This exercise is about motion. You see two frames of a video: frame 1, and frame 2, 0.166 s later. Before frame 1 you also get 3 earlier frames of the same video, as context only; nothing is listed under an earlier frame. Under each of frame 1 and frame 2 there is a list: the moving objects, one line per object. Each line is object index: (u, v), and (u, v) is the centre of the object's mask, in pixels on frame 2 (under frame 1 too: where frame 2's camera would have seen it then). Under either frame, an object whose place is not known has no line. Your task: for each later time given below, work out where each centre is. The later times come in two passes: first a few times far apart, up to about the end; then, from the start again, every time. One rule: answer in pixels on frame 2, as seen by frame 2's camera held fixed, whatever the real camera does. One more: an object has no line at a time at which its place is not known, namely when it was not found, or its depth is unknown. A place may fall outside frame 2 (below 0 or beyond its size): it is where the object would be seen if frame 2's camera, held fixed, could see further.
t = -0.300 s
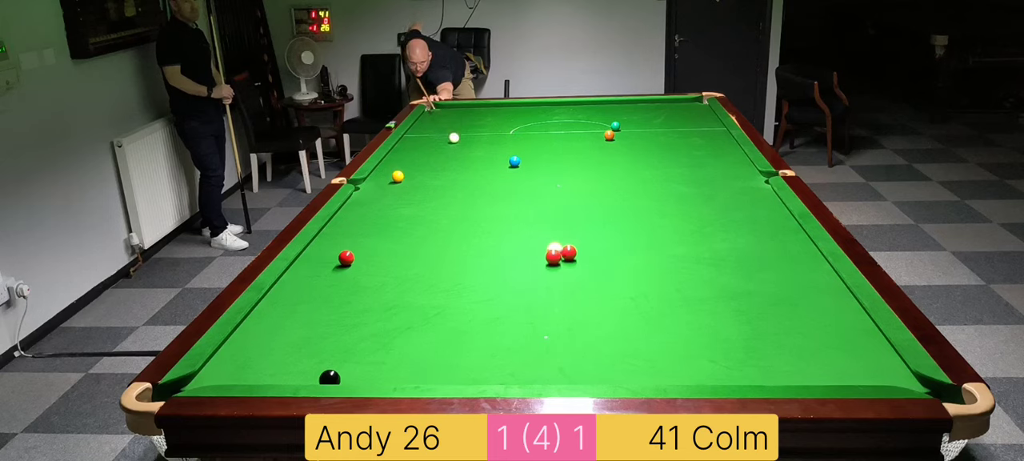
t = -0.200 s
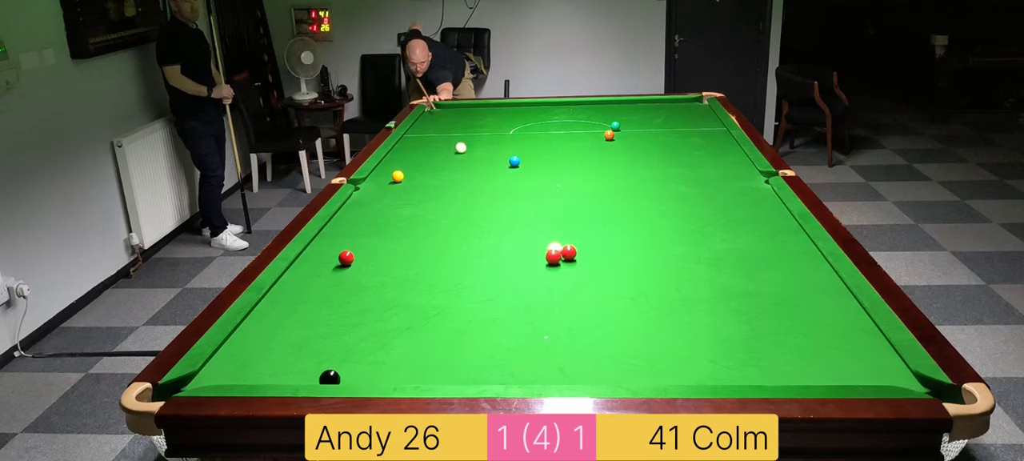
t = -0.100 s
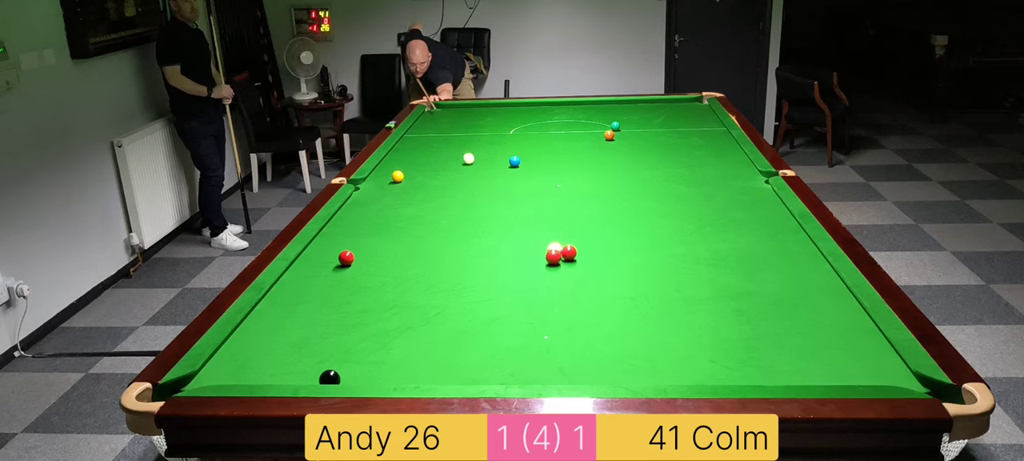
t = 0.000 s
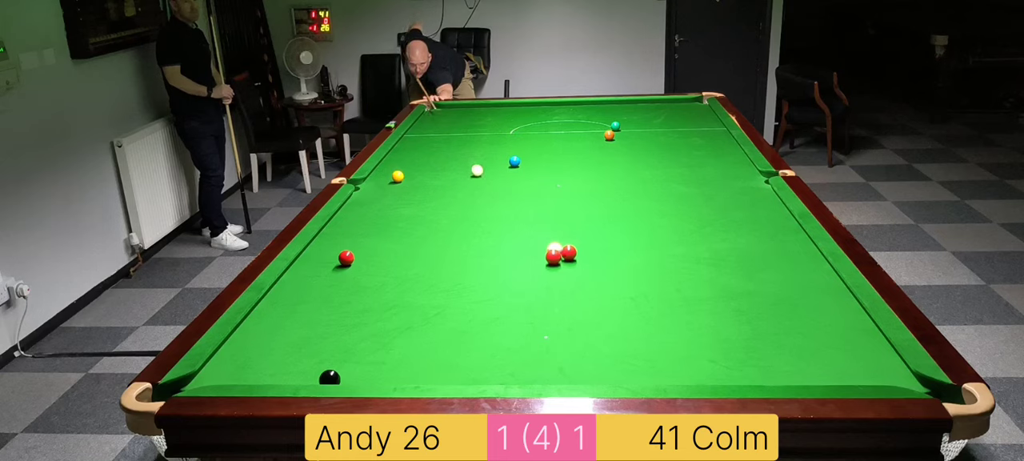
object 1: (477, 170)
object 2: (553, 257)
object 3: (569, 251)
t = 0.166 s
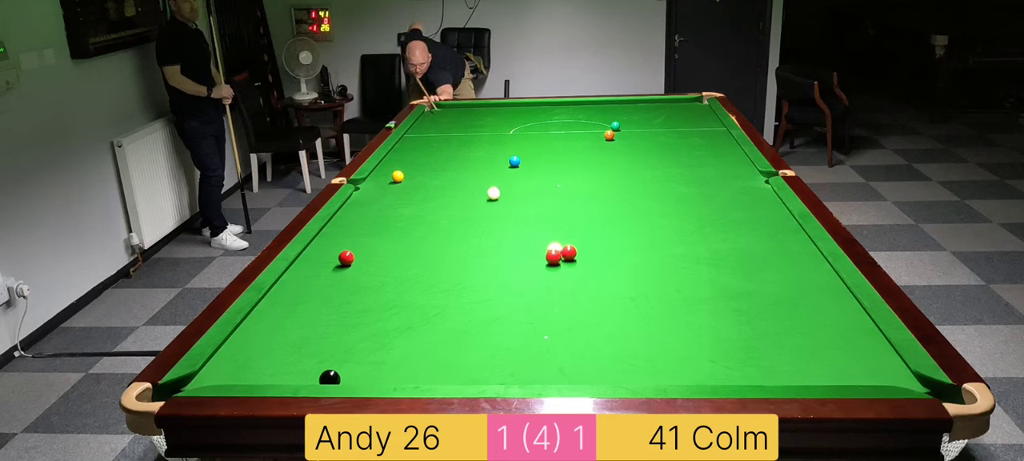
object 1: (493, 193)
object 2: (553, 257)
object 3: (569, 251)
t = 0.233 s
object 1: (501, 204)
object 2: (553, 257)
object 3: (569, 251)
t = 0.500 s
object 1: (537, 255)
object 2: (553, 257)
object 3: (569, 251)
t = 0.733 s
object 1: (519, 315)
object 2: (594, 267)
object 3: (580, 247)
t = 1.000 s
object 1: (504, 363)
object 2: (634, 277)
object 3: (593, 242)
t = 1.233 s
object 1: (509, 308)
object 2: (671, 287)
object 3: (602, 238)
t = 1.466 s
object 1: (511, 273)
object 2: (708, 297)
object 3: (611, 235)
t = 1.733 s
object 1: (513, 241)
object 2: (751, 309)
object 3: (619, 232)
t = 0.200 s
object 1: (497, 198)
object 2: (553, 257)
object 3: (569, 251)
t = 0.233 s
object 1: (501, 204)
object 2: (553, 257)
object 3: (569, 251)
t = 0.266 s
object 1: (505, 209)
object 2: (553, 257)
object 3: (569, 251)
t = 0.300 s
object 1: (509, 215)
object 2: (553, 257)
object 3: (569, 251)
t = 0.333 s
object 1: (513, 221)
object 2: (553, 257)
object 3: (569, 251)
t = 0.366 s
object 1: (518, 227)
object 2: (553, 257)
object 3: (569, 251)
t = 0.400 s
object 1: (522, 234)
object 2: (553, 257)
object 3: (569, 251)
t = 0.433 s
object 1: (527, 241)
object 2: (553, 257)
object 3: (569, 251)
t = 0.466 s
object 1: (533, 248)
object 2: (553, 257)
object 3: (569, 251)
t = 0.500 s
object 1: (537, 255)
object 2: (553, 257)
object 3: (569, 251)
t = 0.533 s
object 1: (534, 263)
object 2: (561, 258)
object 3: (571, 250)
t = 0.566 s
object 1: (531, 270)
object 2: (568, 259)
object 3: (573, 248)
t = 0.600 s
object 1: (528, 278)
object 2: (574, 261)
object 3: (574, 248)
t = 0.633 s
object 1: (525, 287)
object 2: (579, 262)
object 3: (575, 248)
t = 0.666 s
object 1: (523, 295)
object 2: (584, 264)
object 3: (577, 248)
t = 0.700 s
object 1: (521, 304)
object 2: (589, 265)
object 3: (579, 248)
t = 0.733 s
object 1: (519, 315)
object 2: (594, 267)
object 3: (580, 247)
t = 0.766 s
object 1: (516, 324)
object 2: (599, 268)
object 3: (582, 246)
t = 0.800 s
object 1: (514, 335)
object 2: (604, 269)
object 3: (584, 246)
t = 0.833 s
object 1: (511, 346)
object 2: (609, 271)
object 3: (585, 245)
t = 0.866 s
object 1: (509, 358)
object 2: (614, 272)
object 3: (587, 244)
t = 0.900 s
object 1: (505, 371)
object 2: (619, 273)
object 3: (588, 244)
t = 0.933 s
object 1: (502, 379)
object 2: (624, 275)
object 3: (590, 243)
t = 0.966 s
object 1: (503, 373)
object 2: (629, 276)
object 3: (591, 243)
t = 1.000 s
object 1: (504, 363)
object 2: (634, 277)
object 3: (593, 242)
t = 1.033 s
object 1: (505, 353)
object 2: (639, 279)
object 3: (594, 241)
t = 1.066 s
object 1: (506, 344)
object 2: (645, 280)
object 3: (596, 241)
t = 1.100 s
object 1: (507, 335)
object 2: (650, 282)
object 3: (597, 240)
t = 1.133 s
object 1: (507, 328)
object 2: (655, 283)
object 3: (598, 240)
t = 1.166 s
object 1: (508, 321)
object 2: (660, 284)
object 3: (600, 239)
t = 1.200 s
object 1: (508, 314)
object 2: (665, 286)
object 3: (601, 239)
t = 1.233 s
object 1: (509, 308)
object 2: (671, 287)
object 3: (602, 238)
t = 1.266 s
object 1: (509, 303)
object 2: (676, 288)
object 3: (604, 238)
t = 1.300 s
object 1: (509, 297)
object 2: (681, 290)
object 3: (605, 237)
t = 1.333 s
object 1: (509, 292)
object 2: (686, 292)
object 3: (606, 237)
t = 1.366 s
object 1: (510, 287)
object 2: (692, 293)
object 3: (607, 236)
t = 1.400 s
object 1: (510, 282)
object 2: (697, 294)
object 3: (608, 236)
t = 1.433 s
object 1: (511, 278)
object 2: (702, 296)
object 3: (609, 235)
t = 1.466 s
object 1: (511, 273)
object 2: (708, 297)
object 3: (611, 235)
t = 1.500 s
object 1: (511, 268)
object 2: (713, 298)
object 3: (612, 235)
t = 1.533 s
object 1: (511, 264)
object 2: (718, 300)
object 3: (613, 234)
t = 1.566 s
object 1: (511, 260)
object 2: (724, 301)
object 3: (614, 234)
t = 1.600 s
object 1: (512, 256)
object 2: (729, 303)
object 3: (615, 233)
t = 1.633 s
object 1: (512, 252)
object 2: (734, 304)
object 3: (616, 233)
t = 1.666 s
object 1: (512, 248)
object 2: (740, 306)
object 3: (617, 232)
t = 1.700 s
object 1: (513, 244)
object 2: (745, 307)
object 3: (618, 232)
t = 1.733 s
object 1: (513, 241)
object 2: (751, 309)
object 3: (619, 232)
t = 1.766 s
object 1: (513, 237)
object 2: (756, 310)
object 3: (620, 231)
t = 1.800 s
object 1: (513, 234)
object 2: (762, 312)
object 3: (621, 231)
